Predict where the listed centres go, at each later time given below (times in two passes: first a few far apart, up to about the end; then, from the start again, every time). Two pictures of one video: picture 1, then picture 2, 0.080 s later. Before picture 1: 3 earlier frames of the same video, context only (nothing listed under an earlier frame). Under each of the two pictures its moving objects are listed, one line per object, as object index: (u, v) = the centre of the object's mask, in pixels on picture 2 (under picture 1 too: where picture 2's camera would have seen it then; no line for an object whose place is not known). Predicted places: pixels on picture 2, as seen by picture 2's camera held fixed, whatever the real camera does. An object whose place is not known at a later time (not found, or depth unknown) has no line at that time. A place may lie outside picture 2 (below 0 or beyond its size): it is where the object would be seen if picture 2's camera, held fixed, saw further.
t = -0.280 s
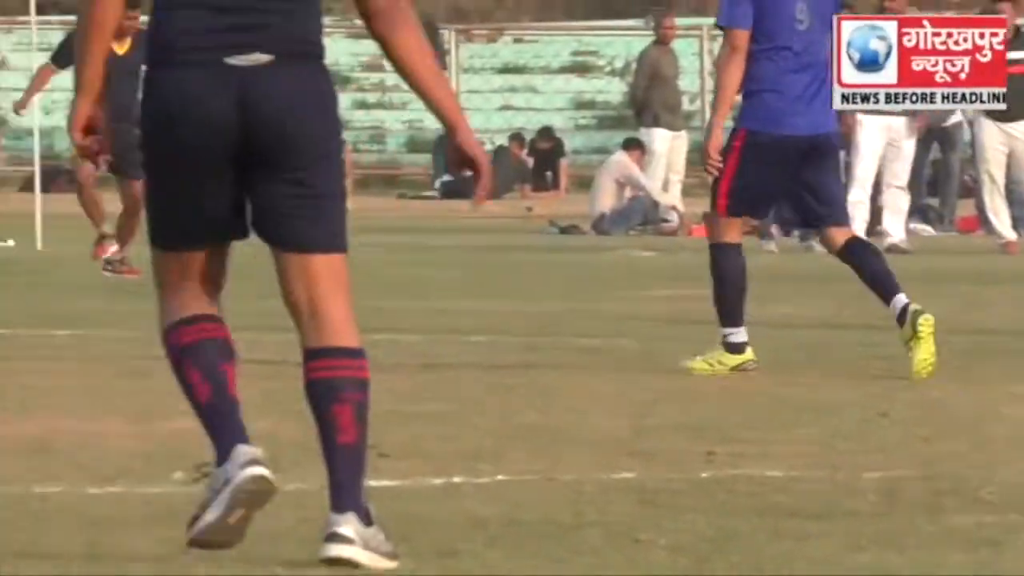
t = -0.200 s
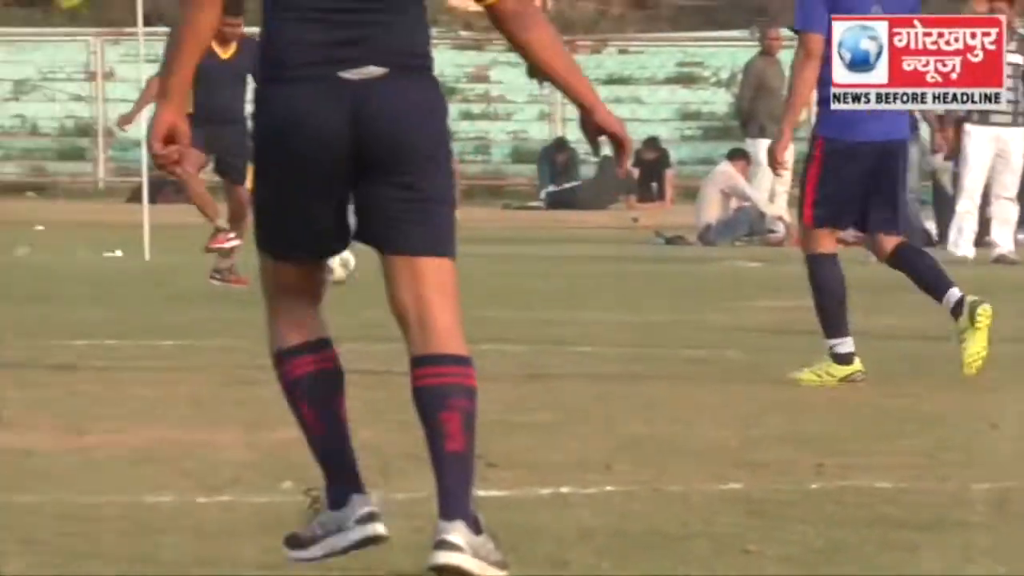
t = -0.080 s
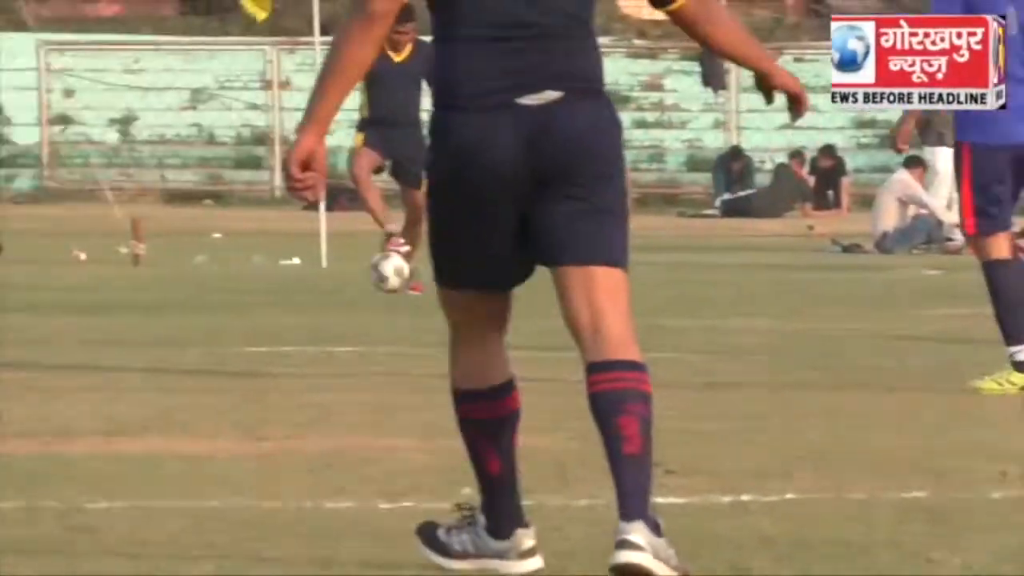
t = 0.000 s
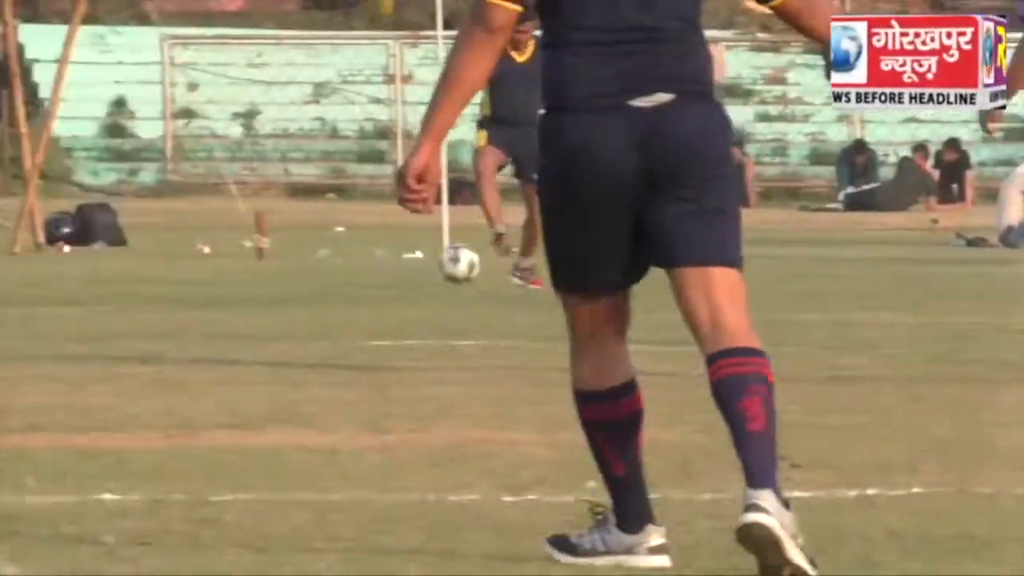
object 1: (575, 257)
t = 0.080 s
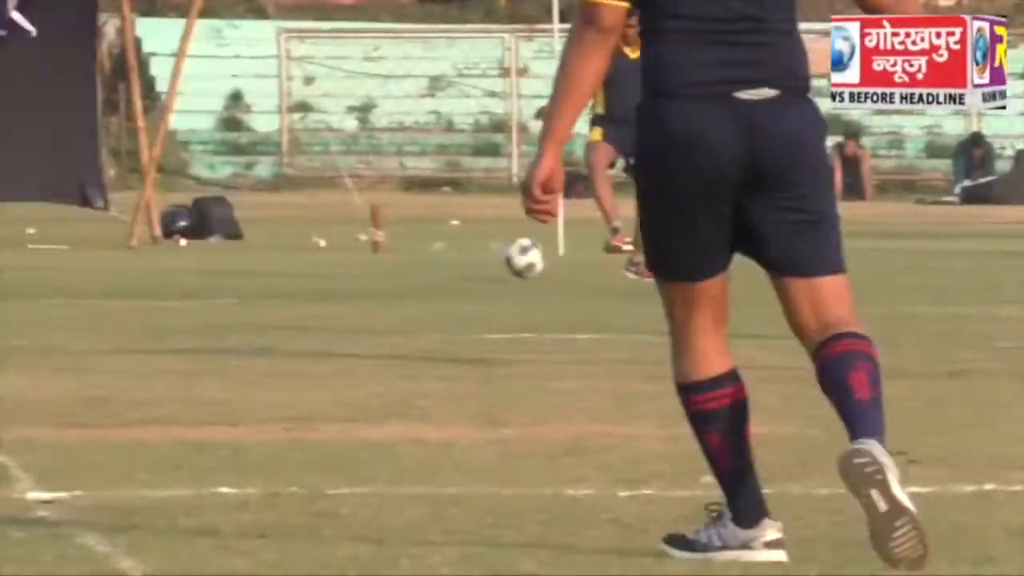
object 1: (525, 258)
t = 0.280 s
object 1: (405, 261)
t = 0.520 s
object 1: (268, 263)
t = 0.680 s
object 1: (179, 261)
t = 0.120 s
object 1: (501, 262)
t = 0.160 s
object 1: (476, 265)
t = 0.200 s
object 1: (452, 265)
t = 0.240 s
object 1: (428, 263)
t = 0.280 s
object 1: (405, 261)
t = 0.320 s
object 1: (382, 262)
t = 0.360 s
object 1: (359, 264)
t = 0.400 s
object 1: (336, 265)
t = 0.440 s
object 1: (314, 262)
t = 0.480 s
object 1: (290, 261)
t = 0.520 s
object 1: (268, 263)
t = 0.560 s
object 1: (245, 263)
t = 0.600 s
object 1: (223, 260)
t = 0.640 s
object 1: (201, 260)
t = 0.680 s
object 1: (179, 261)
